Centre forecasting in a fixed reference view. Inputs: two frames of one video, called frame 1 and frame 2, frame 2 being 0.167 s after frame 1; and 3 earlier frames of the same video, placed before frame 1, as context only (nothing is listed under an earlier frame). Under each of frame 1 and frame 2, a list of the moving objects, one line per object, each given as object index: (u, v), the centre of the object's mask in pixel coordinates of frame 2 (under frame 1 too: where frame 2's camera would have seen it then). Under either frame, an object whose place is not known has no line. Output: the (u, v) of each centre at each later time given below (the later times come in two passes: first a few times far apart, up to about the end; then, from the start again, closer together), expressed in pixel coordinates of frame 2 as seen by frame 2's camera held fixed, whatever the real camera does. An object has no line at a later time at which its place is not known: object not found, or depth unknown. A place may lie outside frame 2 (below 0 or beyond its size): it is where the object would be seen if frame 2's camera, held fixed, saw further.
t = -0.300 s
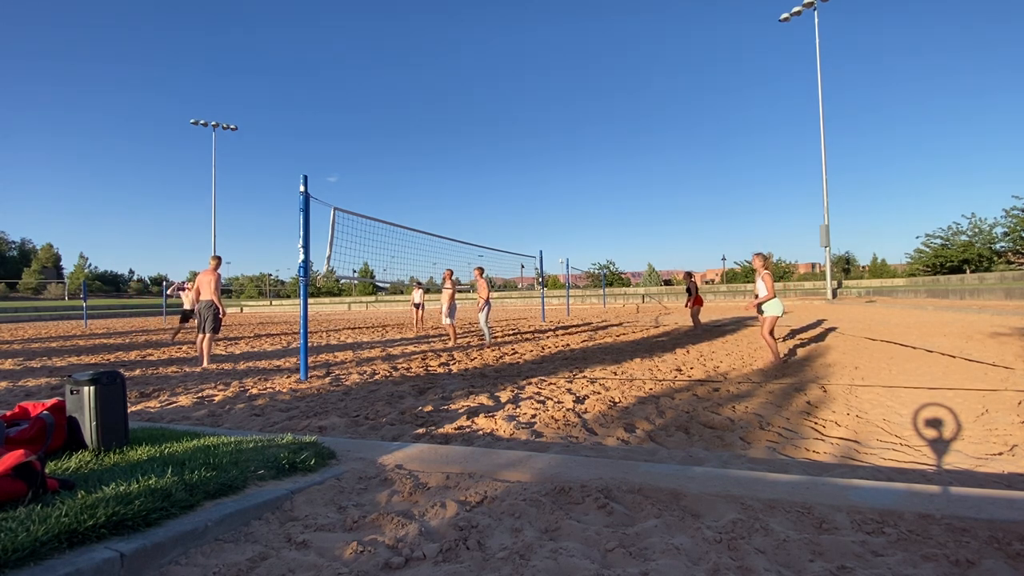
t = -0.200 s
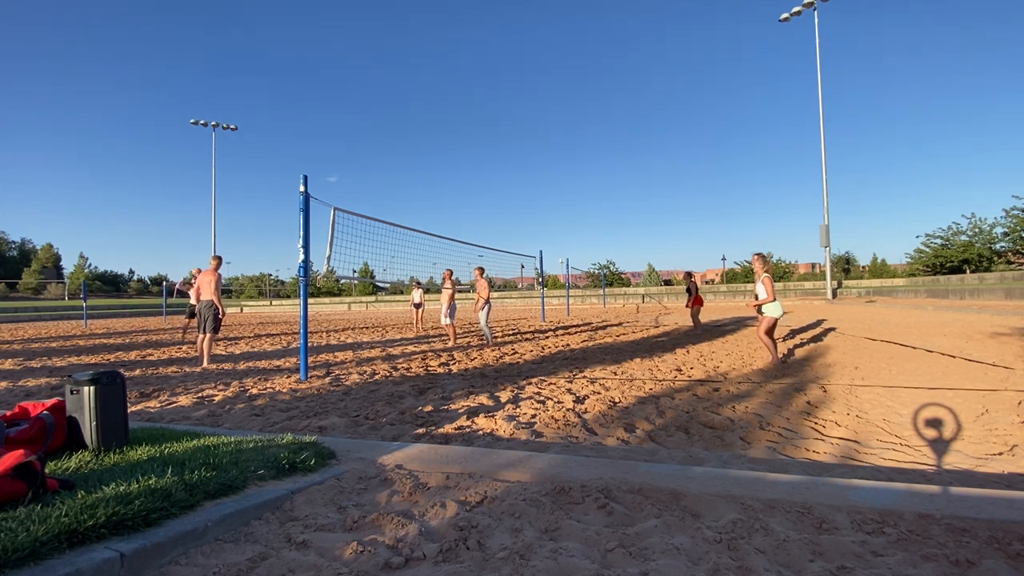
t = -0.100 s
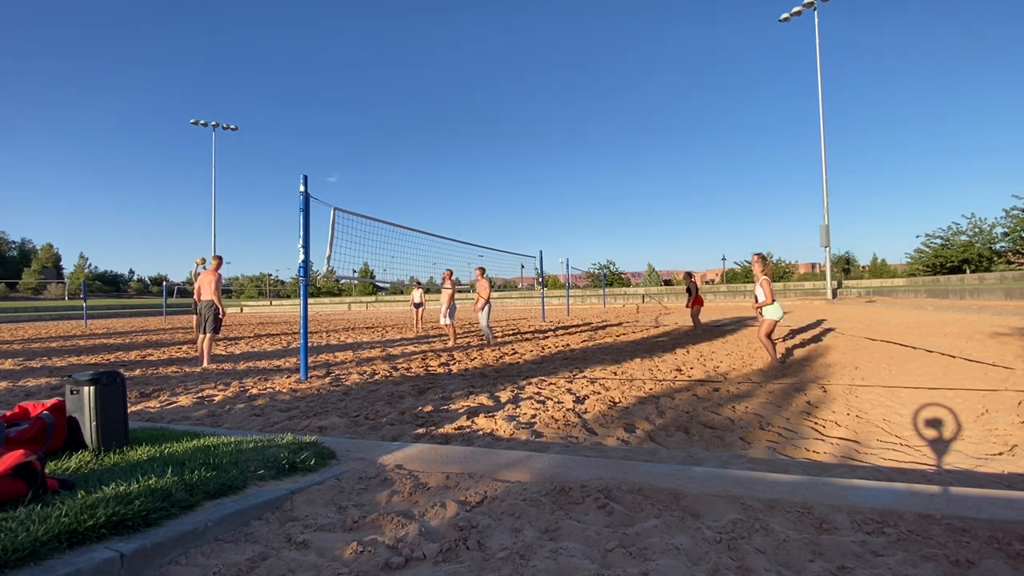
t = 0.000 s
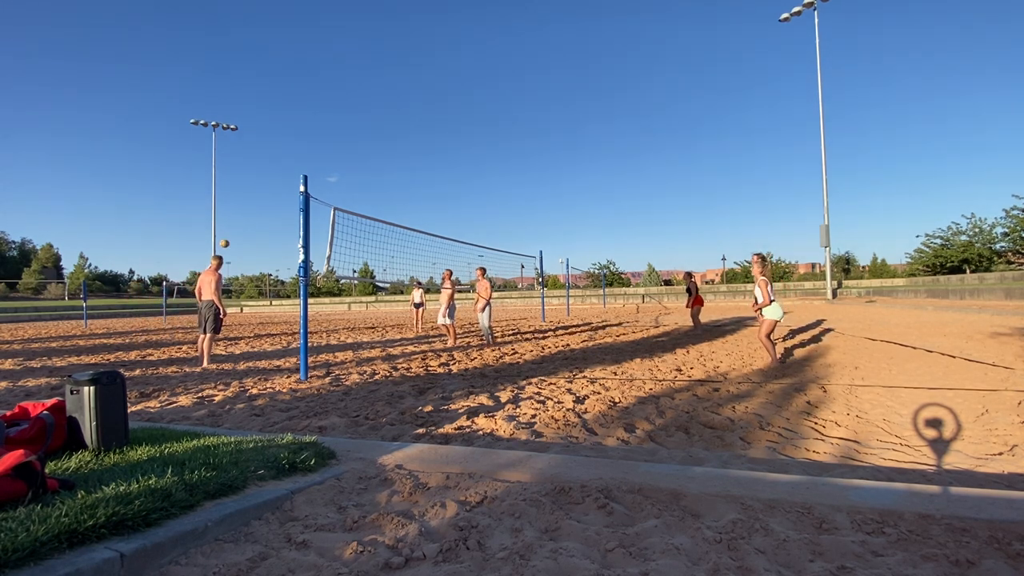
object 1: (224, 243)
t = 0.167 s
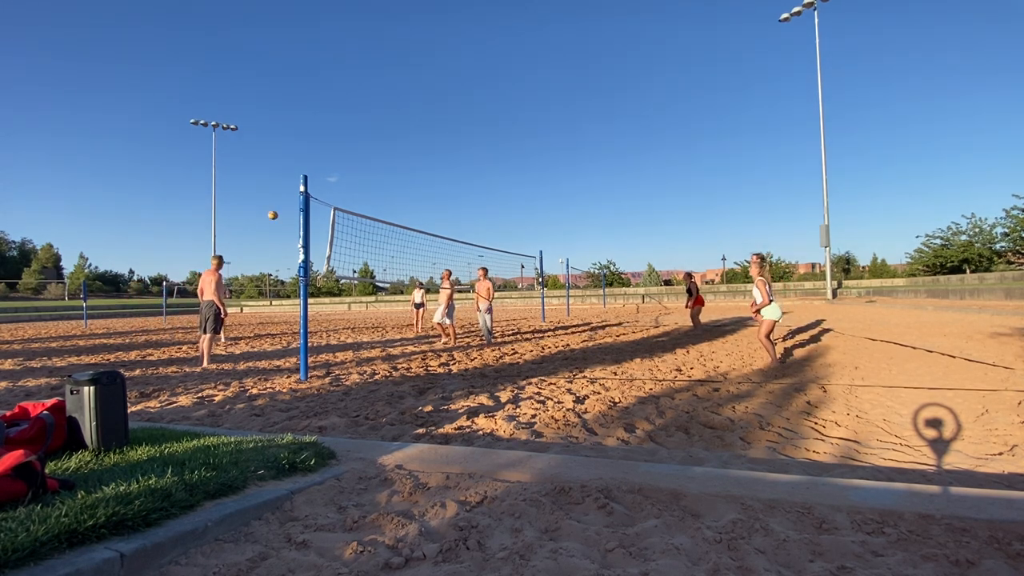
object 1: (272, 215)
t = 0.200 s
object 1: (283, 210)
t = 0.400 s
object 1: (353, 188)
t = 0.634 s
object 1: (450, 179)
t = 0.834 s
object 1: (546, 193)
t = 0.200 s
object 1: (283, 210)
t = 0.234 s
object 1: (294, 206)
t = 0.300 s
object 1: (317, 198)
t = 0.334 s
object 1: (328, 194)
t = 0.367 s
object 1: (340, 191)
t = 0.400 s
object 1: (353, 188)
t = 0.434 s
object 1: (366, 185)
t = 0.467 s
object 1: (379, 183)
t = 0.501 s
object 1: (393, 182)
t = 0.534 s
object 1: (406, 181)
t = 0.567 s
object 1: (421, 180)
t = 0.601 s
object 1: (435, 179)
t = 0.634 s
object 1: (450, 179)
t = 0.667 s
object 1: (465, 180)
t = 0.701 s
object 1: (480, 181)
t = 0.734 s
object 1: (496, 183)
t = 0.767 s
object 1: (513, 185)
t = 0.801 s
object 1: (529, 188)
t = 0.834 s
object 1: (546, 193)
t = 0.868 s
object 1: (563, 198)
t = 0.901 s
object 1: (580, 203)
